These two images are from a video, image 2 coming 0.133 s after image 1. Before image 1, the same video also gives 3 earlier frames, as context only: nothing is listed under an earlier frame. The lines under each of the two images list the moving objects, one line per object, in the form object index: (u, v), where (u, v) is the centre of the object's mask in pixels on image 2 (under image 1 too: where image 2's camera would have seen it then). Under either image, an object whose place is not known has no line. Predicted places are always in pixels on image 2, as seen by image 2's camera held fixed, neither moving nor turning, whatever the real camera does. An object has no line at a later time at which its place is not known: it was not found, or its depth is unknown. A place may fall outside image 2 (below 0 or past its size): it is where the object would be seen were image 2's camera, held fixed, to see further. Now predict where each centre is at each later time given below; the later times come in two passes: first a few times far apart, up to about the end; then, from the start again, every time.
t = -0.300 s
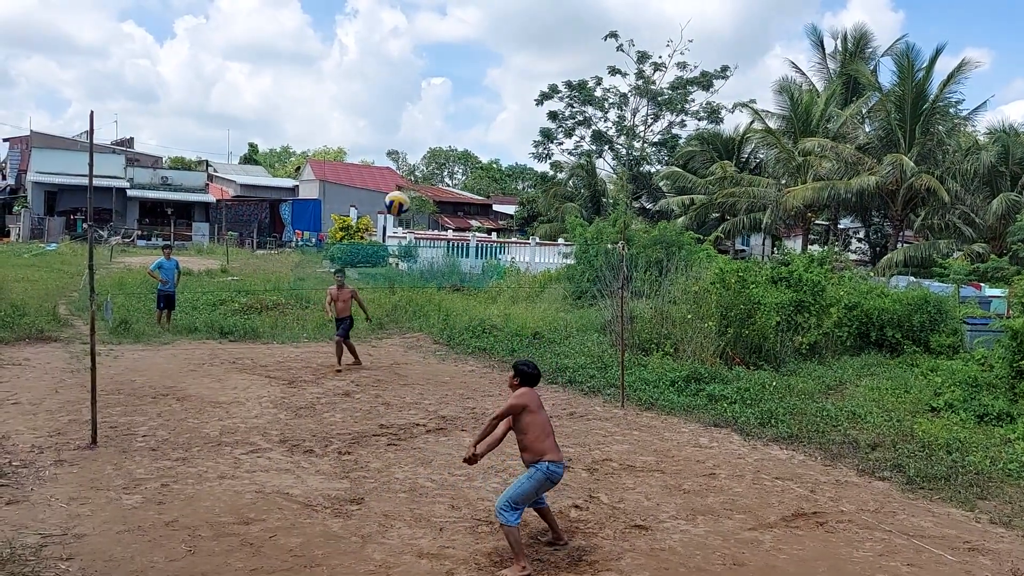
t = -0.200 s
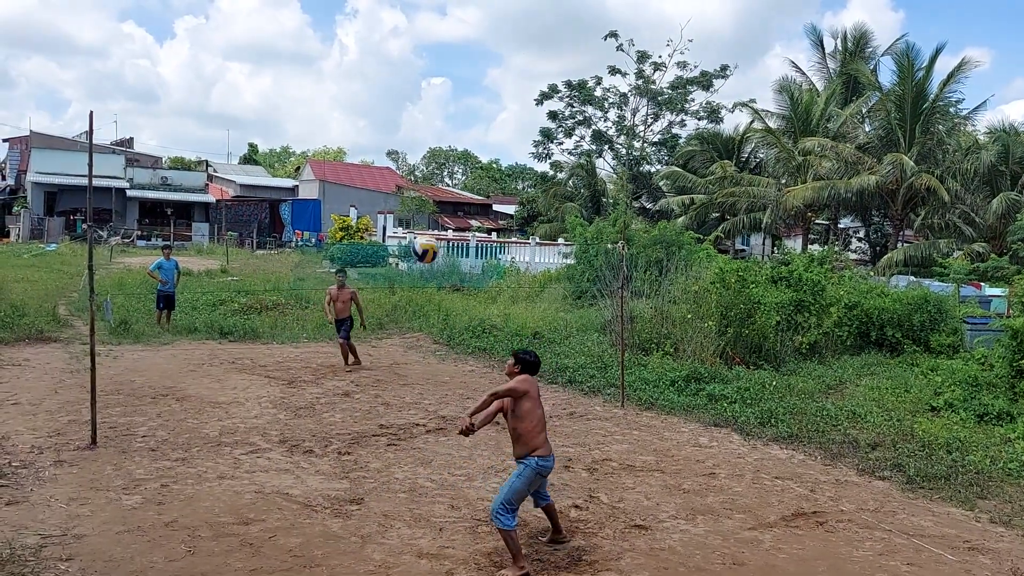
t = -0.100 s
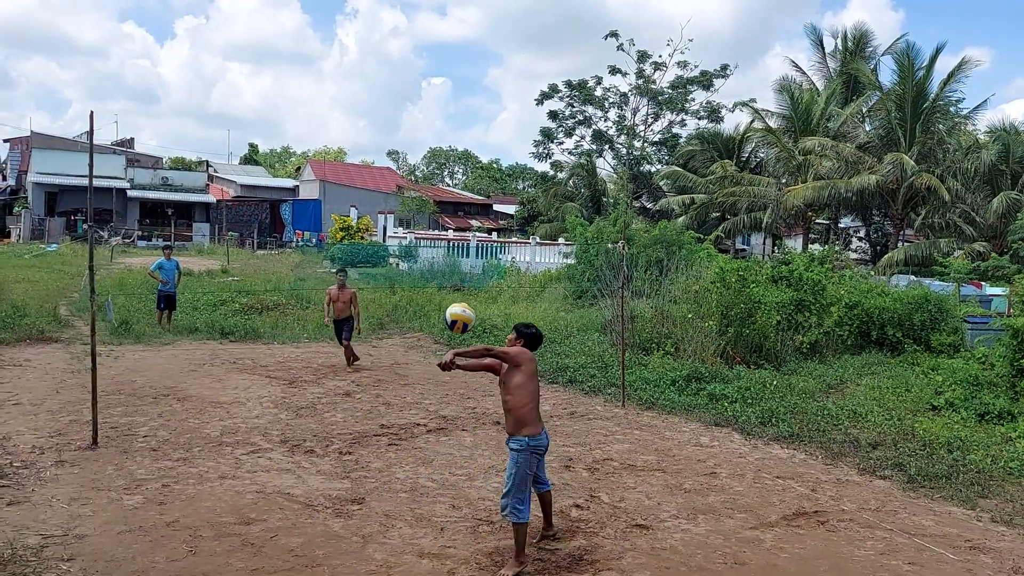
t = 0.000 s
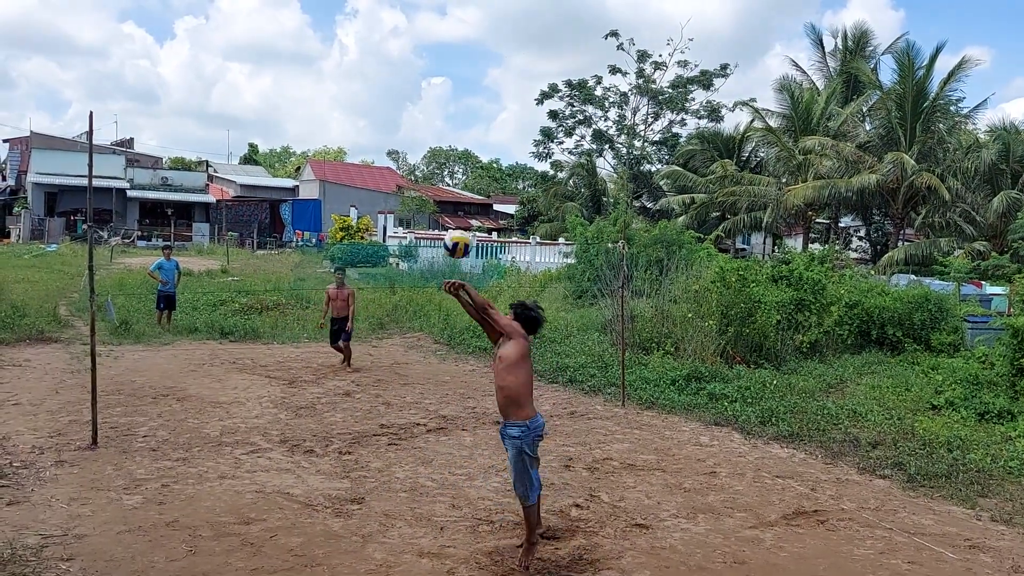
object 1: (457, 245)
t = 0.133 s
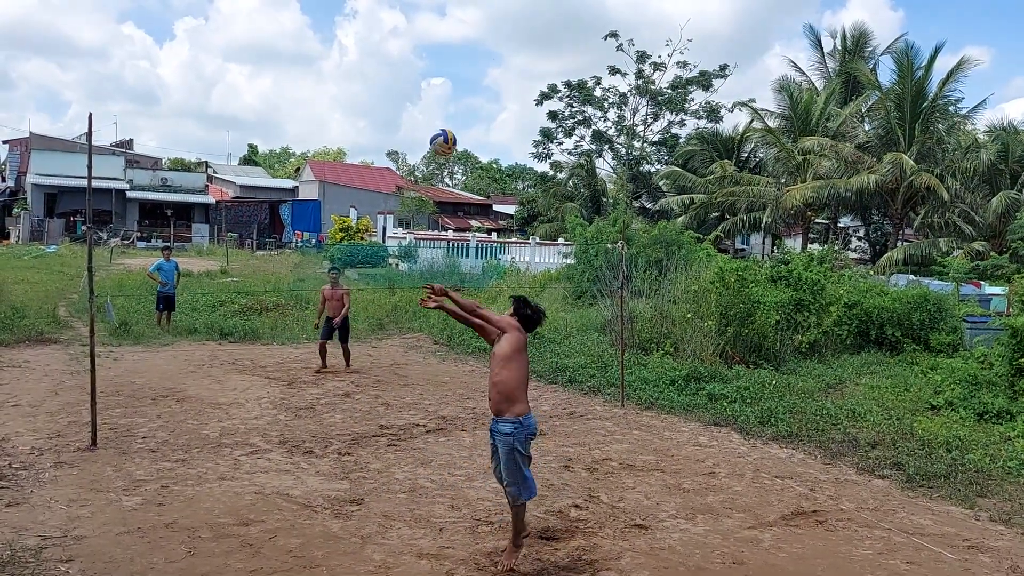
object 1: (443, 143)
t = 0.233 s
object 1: (434, 90)
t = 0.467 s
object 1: (414, 30)
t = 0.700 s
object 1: (398, 41)
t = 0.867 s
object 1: (389, 79)
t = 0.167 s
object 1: (440, 123)
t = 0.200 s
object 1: (436, 105)
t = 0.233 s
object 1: (434, 90)
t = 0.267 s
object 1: (431, 76)
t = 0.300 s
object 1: (428, 64)
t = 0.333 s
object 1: (425, 54)
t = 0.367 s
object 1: (422, 45)
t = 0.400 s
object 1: (419, 39)
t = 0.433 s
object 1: (416, 34)
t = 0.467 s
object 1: (414, 30)
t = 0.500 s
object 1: (411, 28)
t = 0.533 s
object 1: (409, 27)
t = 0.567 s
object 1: (407, 27)
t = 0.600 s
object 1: (404, 29)
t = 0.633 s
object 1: (402, 32)
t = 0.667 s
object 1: (400, 36)
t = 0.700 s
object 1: (398, 41)
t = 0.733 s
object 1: (396, 47)
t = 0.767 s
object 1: (394, 54)
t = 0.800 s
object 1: (392, 62)
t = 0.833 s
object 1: (391, 70)
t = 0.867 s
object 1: (389, 79)
